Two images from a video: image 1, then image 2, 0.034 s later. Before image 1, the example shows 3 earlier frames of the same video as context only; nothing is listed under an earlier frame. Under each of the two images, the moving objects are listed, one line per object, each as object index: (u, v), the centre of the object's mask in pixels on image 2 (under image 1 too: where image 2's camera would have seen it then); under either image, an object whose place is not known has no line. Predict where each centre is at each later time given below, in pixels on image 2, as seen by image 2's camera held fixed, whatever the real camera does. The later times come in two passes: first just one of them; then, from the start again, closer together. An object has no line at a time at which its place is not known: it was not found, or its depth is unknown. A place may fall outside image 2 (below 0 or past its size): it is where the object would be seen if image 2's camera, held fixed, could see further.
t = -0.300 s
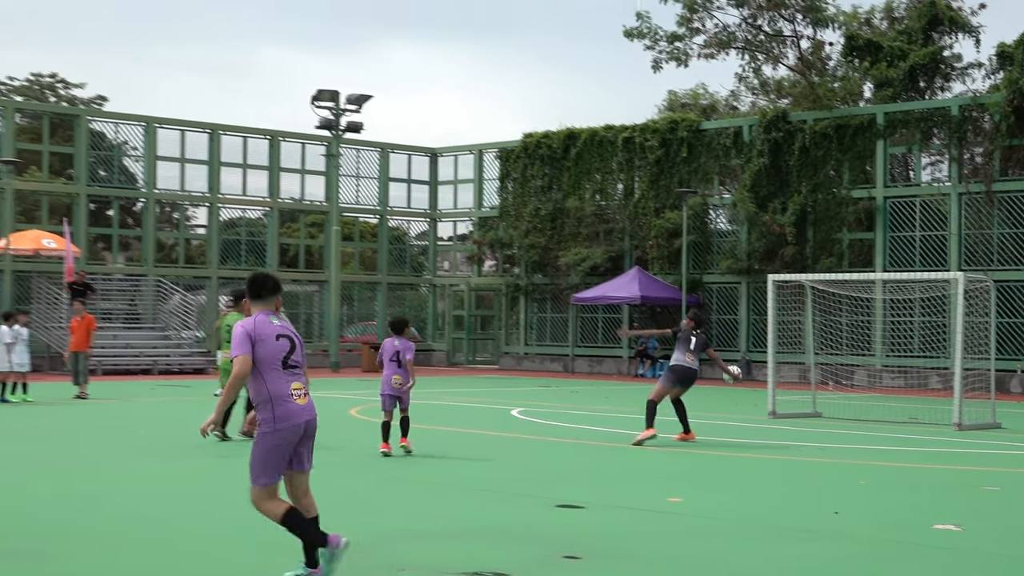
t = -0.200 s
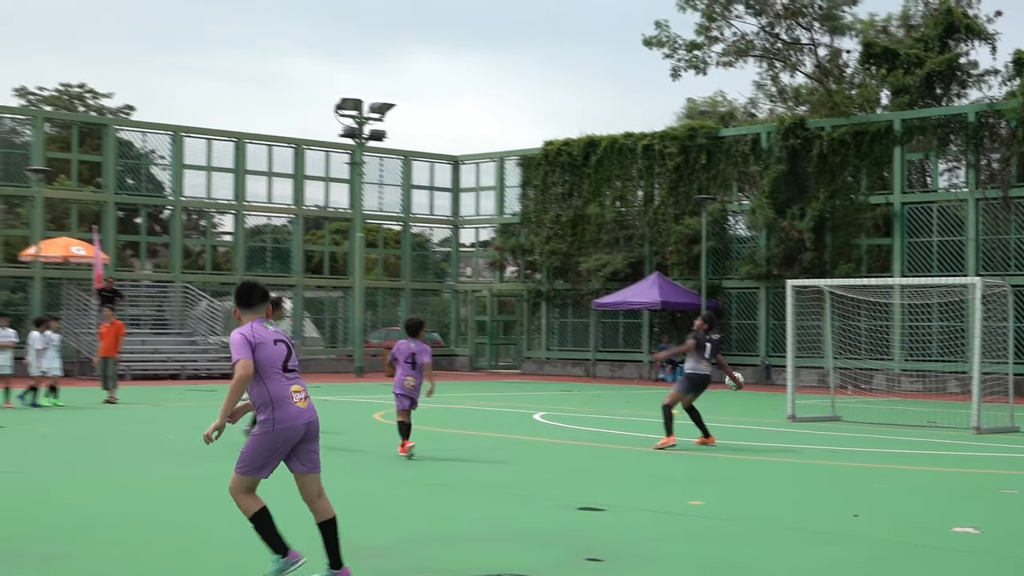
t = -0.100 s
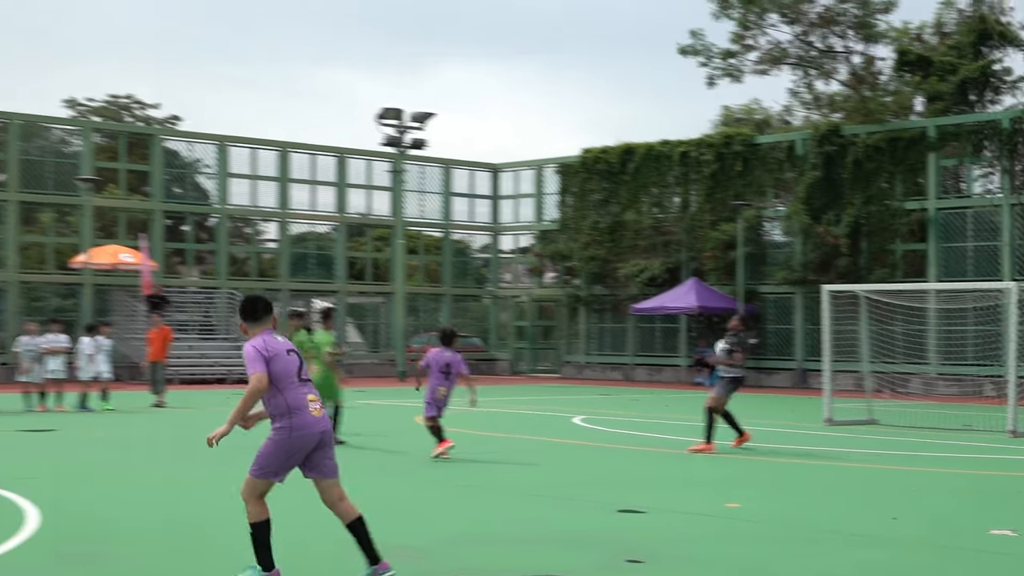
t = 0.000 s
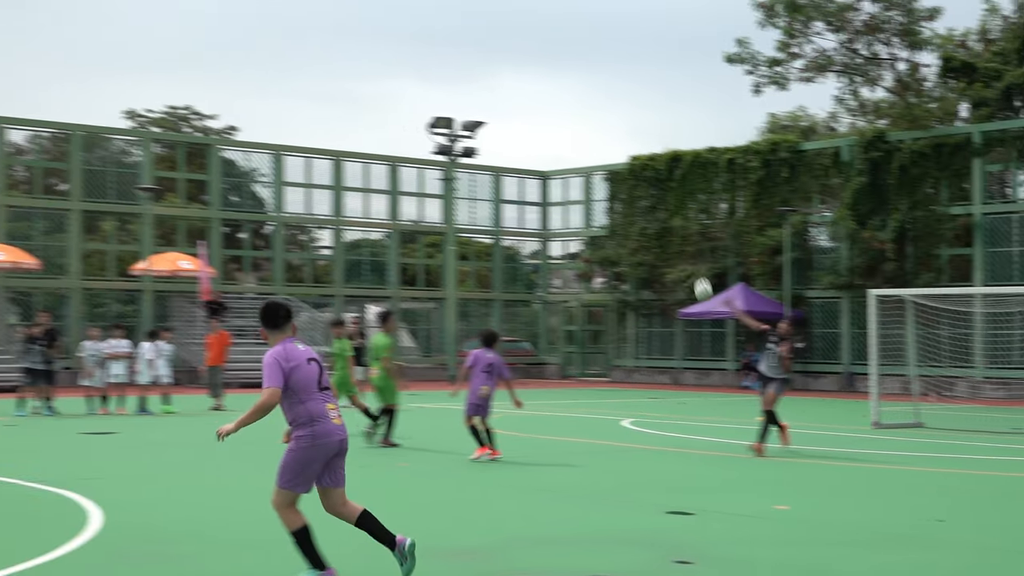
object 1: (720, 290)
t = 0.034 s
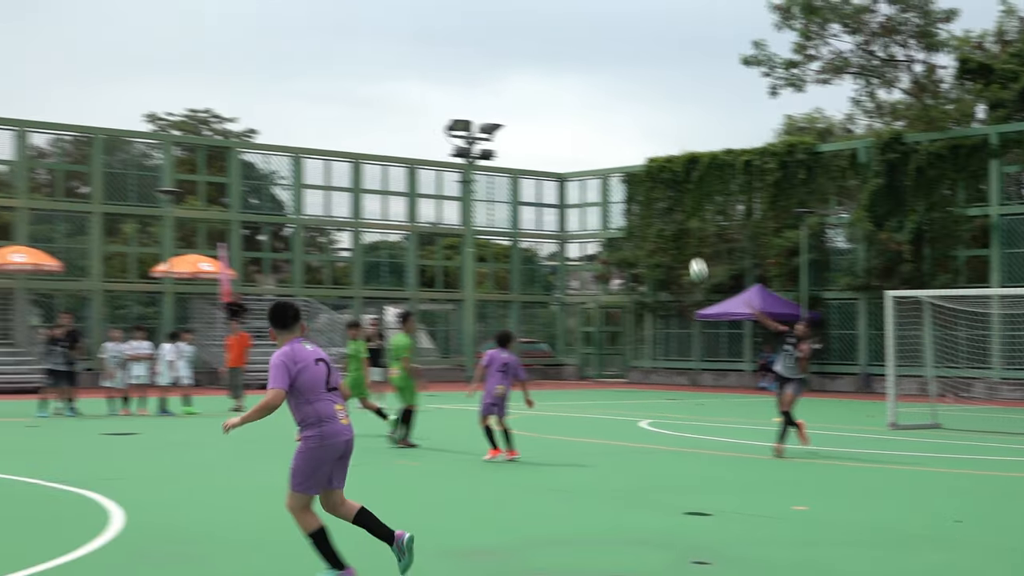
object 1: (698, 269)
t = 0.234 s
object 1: (542, 152)
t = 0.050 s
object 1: (686, 258)
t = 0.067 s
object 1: (675, 249)
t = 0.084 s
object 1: (662, 239)
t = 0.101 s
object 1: (650, 229)
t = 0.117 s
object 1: (637, 218)
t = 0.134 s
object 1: (625, 210)
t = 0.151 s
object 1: (611, 198)
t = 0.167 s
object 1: (599, 190)
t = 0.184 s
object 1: (584, 181)
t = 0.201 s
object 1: (571, 173)
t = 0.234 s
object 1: (542, 152)
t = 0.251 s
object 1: (527, 142)
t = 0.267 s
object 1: (512, 132)
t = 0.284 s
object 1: (497, 124)
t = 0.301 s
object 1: (480, 112)
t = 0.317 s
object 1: (464, 103)
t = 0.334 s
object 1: (447, 93)
